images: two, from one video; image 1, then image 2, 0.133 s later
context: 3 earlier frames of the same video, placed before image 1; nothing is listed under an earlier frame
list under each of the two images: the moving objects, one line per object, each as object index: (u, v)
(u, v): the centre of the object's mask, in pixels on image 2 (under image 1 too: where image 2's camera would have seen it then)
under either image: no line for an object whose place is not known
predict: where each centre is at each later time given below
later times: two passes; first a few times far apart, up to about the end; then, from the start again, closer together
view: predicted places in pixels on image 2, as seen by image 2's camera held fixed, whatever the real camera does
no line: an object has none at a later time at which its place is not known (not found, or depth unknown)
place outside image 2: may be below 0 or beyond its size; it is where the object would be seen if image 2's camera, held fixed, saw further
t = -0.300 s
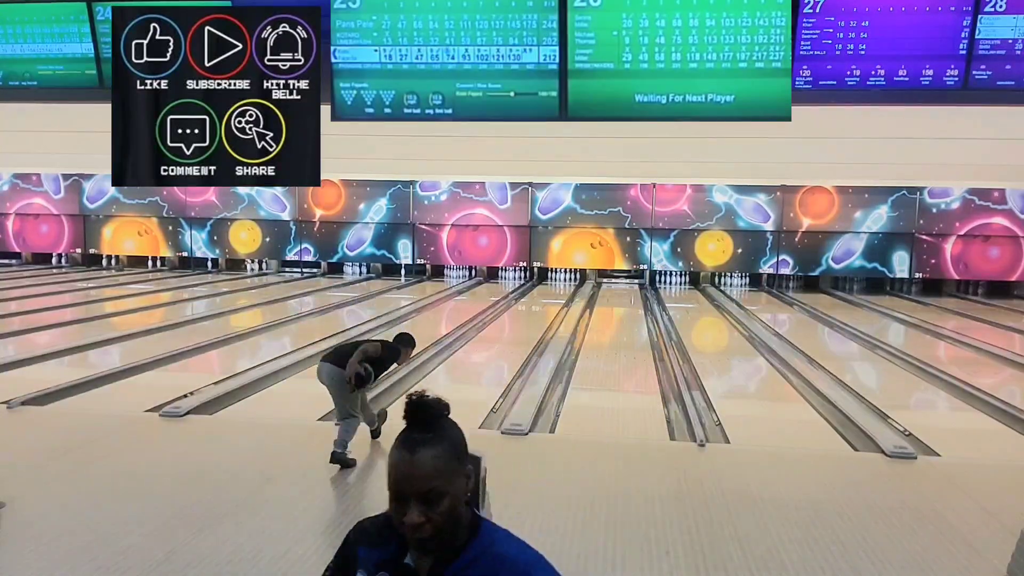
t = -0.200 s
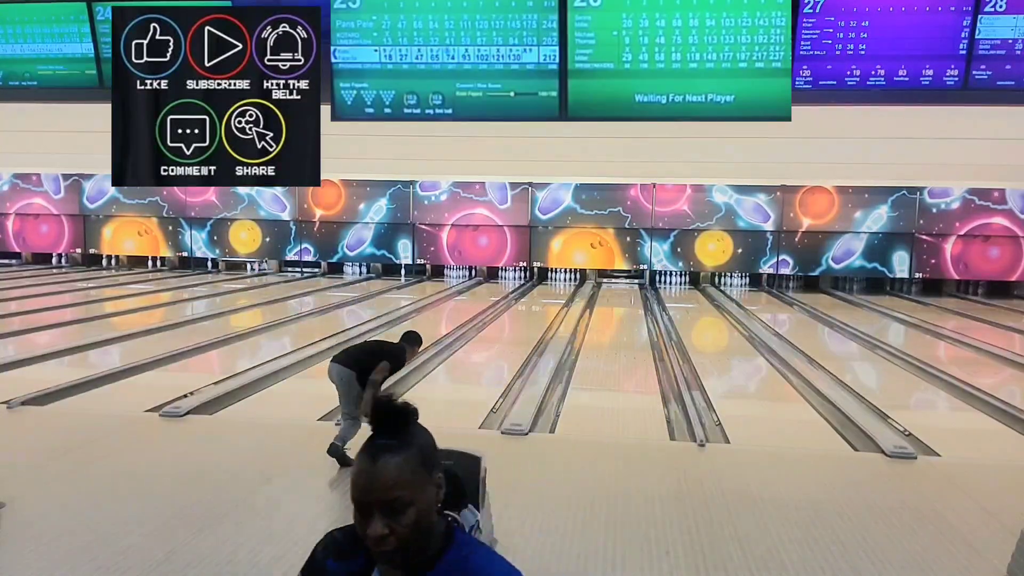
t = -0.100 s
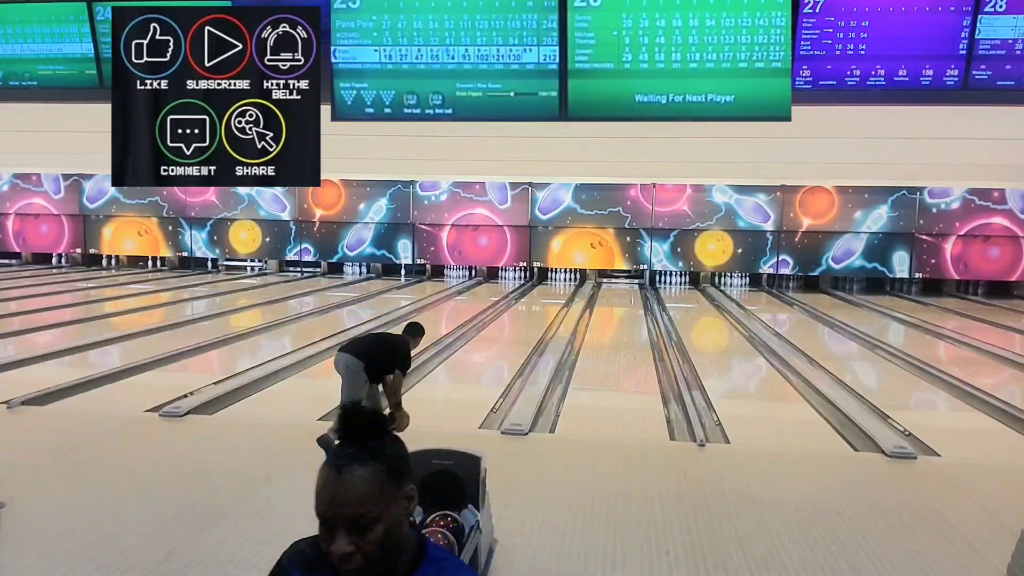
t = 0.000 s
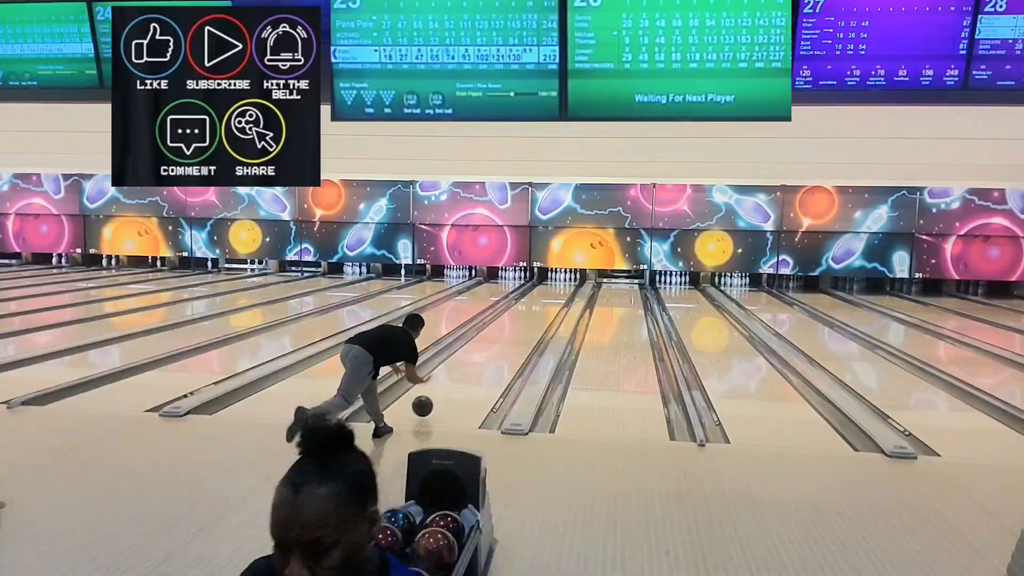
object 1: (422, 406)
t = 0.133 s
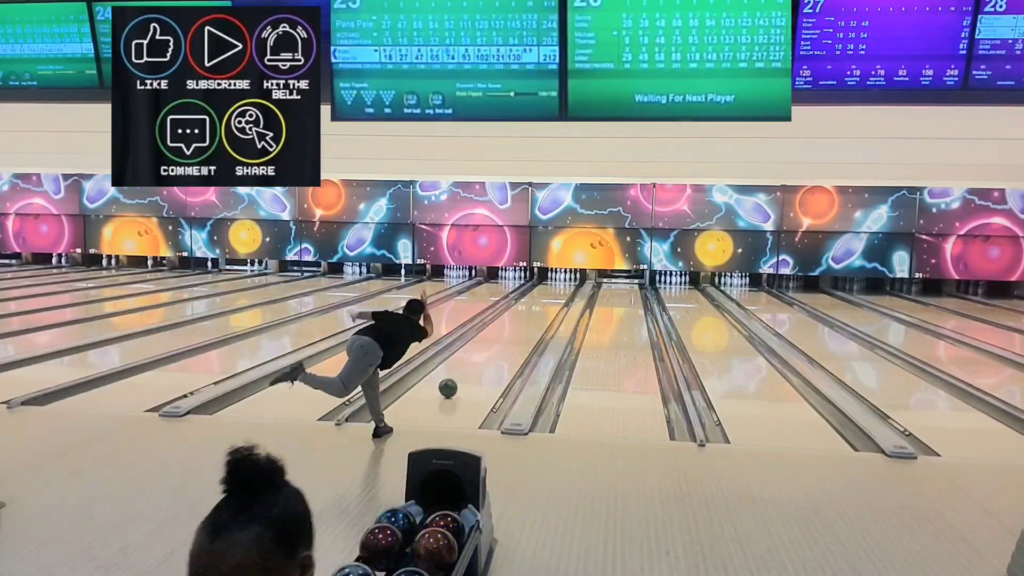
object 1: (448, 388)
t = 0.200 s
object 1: (458, 380)
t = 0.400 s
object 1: (485, 359)
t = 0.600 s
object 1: (505, 343)
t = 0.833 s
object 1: (524, 328)
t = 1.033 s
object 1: (536, 318)
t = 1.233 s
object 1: (546, 309)
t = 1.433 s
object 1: (554, 303)
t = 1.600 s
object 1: (559, 297)
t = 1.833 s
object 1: (564, 292)
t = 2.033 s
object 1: (567, 288)
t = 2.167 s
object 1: (567, 286)
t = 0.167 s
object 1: (453, 384)
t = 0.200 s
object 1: (458, 380)
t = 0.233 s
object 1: (463, 376)
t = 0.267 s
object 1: (468, 372)
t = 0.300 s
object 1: (473, 368)
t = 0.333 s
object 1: (477, 365)
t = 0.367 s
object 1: (481, 362)
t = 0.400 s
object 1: (485, 359)
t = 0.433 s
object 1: (489, 356)
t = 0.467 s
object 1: (493, 353)
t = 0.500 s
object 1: (496, 350)
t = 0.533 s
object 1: (499, 347)
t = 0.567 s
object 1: (502, 345)
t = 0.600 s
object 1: (505, 343)
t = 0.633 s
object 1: (508, 340)
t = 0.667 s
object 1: (511, 338)
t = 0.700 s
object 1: (514, 335)
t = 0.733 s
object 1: (516, 333)
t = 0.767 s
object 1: (519, 331)
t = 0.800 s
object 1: (521, 329)
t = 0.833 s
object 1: (524, 328)
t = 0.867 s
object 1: (526, 326)
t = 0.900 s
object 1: (528, 324)
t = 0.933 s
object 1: (530, 323)
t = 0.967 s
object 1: (532, 321)
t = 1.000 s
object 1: (534, 319)
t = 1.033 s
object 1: (536, 318)
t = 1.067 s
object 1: (538, 316)
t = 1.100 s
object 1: (540, 315)
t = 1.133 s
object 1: (541, 313)
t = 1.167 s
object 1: (543, 312)
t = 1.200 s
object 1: (545, 311)
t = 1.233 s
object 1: (546, 309)
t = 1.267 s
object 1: (547, 308)
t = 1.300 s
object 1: (549, 307)
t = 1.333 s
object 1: (550, 306)
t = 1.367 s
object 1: (552, 305)
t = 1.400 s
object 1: (553, 304)
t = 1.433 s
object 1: (554, 303)
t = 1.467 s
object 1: (555, 302)
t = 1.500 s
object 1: (556, 301)
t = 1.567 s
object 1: (558, 299)
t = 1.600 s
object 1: (559, 297)
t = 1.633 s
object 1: (560, 297)
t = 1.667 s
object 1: (561, 296)
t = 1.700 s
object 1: (561, 295)
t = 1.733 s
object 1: (562, 295)
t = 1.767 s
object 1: (563, 294)
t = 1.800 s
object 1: (563, 293)
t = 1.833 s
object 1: (564, 292)
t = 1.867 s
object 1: (564, 291)
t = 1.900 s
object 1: (565, 290)
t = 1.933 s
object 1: (565, 290)
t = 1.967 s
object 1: (566, 289)
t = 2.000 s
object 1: (567, 288)
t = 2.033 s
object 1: (567, 288)
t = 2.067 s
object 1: (567, 288)
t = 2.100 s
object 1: (567, 286)
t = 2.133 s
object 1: (567, 286)
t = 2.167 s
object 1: (567, 286)
